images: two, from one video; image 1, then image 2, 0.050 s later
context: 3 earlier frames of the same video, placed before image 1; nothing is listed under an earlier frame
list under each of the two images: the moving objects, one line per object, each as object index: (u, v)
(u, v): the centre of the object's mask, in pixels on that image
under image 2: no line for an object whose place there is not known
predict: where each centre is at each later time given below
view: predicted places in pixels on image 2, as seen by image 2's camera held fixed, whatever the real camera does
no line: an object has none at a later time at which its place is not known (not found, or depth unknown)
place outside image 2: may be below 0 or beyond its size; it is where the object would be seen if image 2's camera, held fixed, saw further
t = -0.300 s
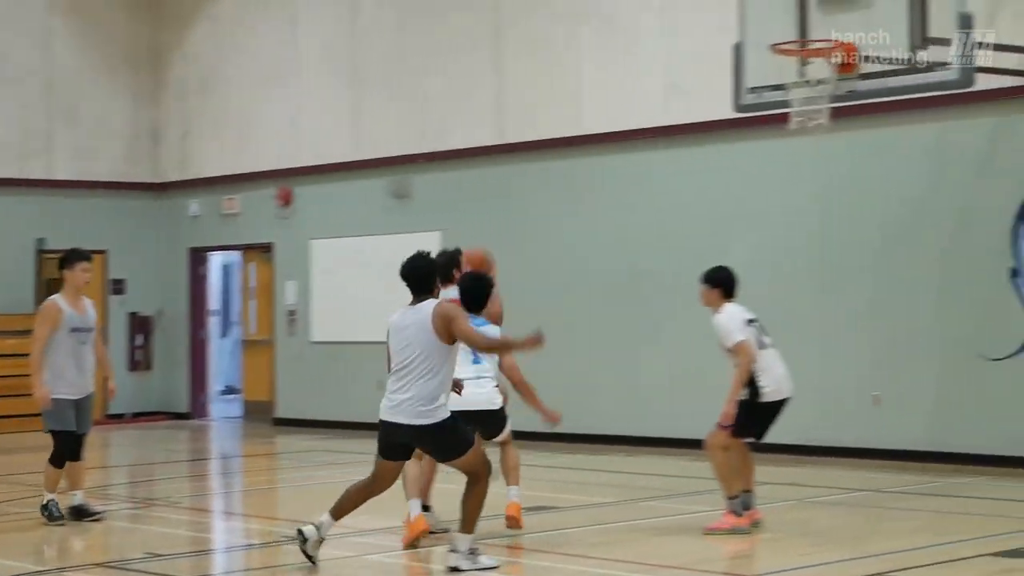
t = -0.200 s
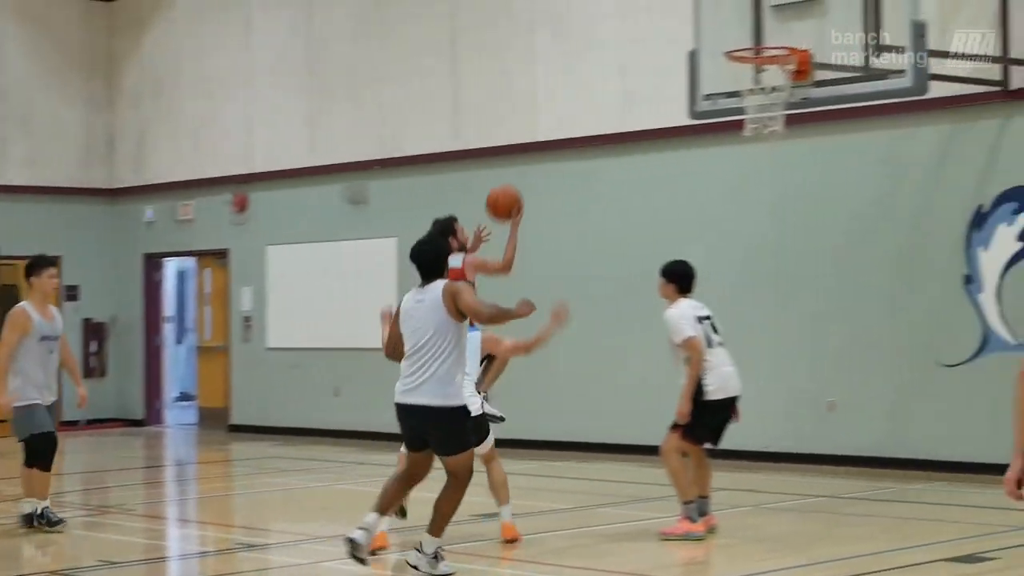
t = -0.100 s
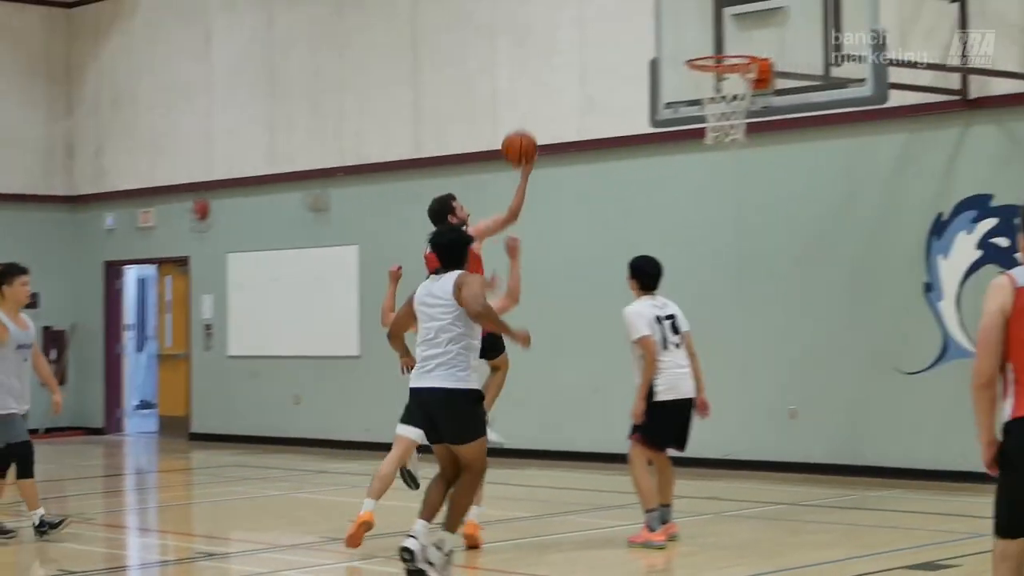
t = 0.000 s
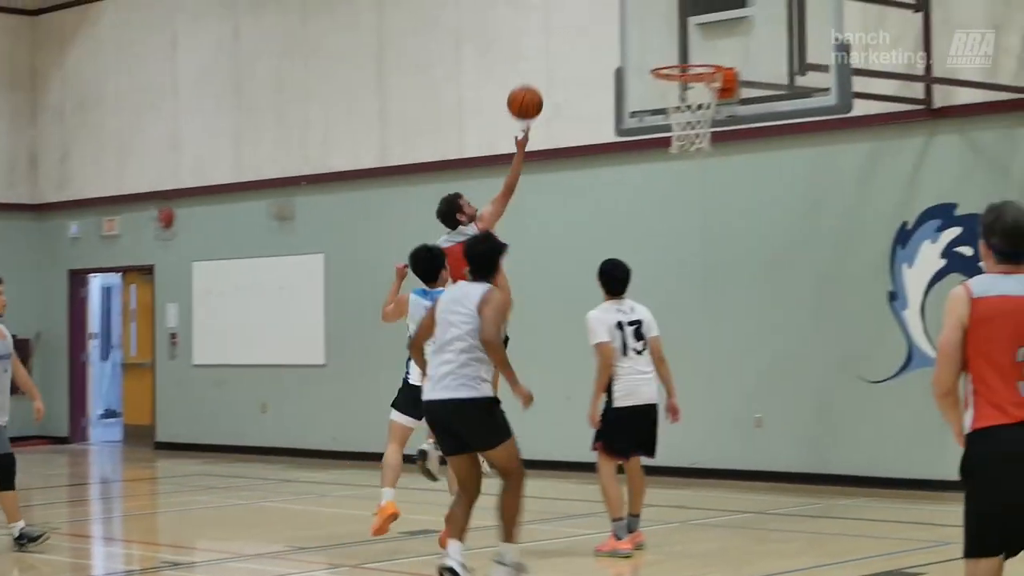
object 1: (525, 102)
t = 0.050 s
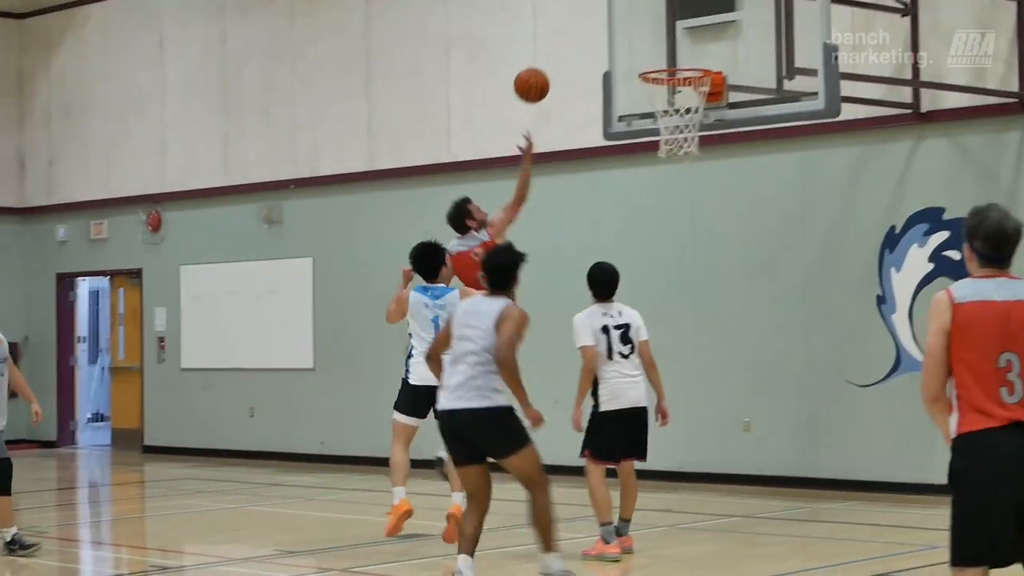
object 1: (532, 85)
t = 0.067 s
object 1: (538, 78)
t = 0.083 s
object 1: (545, 71)
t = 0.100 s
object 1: (552, 66)
